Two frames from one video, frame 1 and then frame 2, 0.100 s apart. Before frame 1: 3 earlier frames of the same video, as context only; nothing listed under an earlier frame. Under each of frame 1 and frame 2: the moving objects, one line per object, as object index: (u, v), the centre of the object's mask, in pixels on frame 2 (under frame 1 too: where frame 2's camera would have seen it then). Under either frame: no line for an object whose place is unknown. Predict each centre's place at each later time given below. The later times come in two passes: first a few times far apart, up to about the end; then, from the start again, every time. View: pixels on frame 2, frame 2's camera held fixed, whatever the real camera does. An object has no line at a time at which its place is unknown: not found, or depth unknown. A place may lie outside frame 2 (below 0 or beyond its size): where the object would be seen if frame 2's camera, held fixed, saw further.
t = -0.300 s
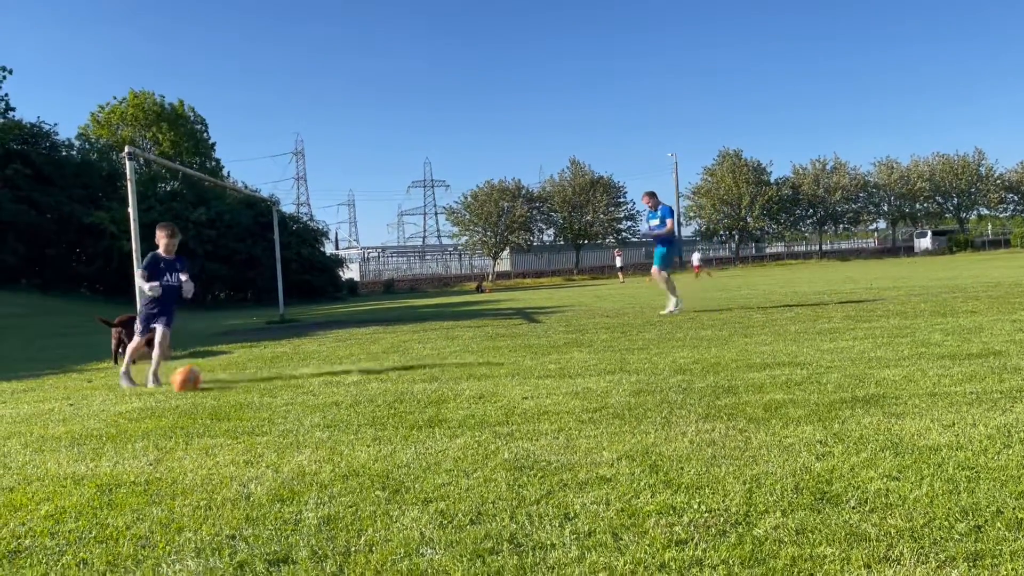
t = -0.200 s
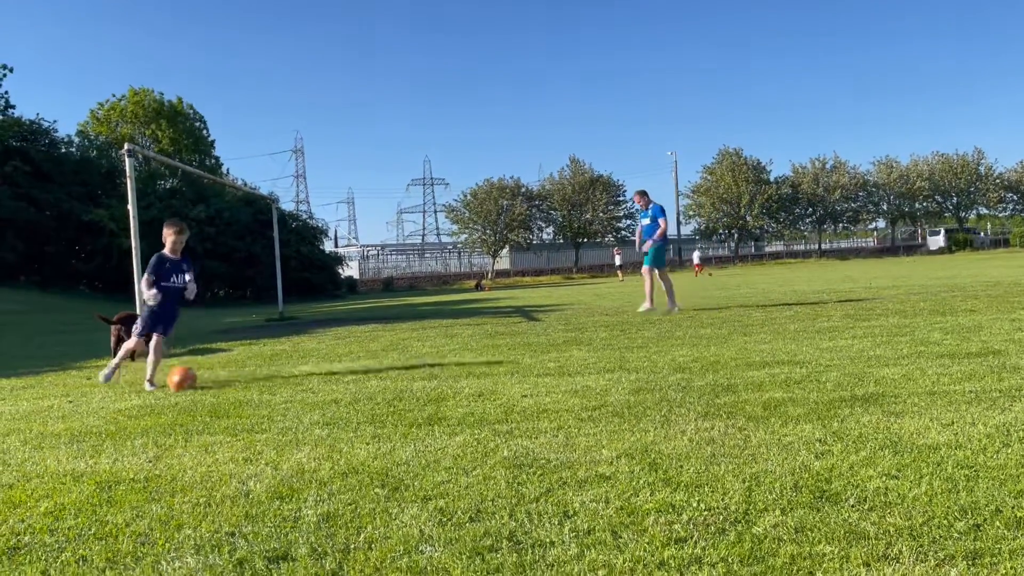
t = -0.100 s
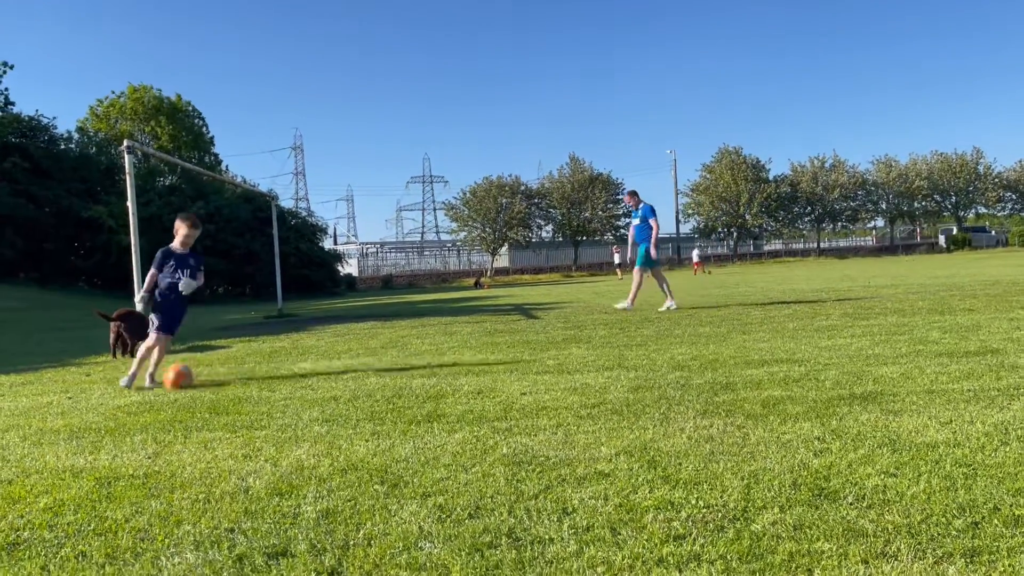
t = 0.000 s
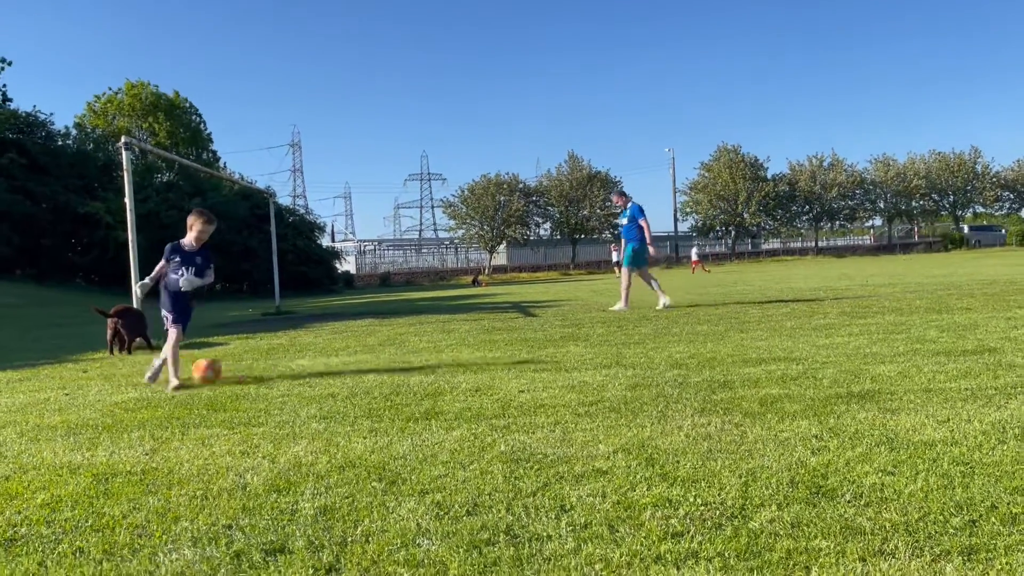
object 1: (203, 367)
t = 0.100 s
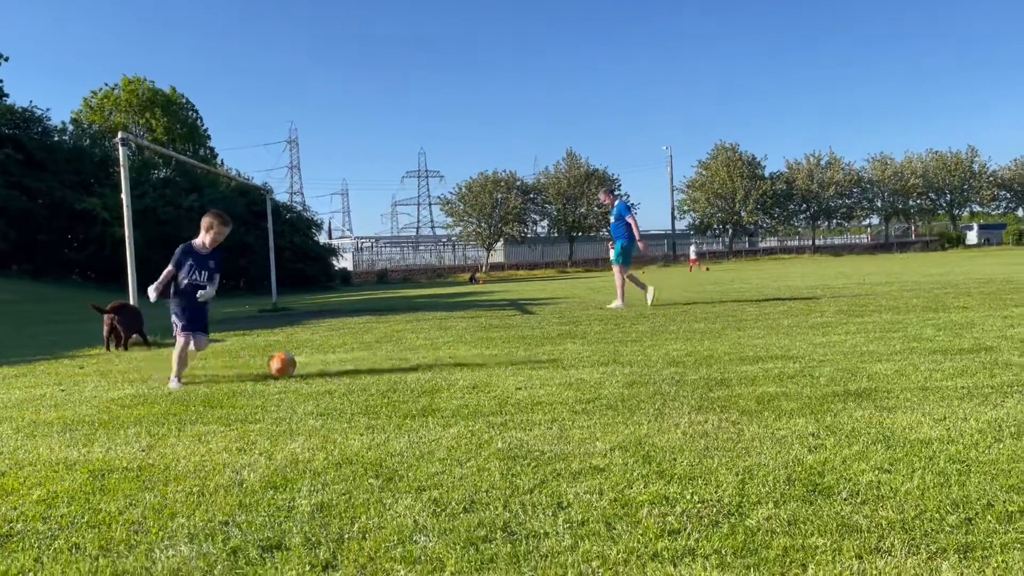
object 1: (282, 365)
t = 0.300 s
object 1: (388, 364)
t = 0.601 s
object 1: (496, 362)
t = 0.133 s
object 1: (306, 366)
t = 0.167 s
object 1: (329, 367)
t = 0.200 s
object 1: (345, 366)
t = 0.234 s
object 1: (359, 364)
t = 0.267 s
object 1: (373, 364)
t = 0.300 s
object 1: (388, 364)
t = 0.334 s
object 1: (402, 365)
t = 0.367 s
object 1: (416, 365)
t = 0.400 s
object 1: (428, 366)
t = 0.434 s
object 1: (439, 364)
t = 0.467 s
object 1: (451, 362)
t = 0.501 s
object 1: (462, 361)
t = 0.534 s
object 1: (474, 362)
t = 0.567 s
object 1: (485, 363)
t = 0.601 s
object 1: (496, 362)
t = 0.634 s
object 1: (506, 361)
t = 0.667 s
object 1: (517, 360)
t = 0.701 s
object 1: (528, 361)
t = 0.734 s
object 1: (538, 363)
